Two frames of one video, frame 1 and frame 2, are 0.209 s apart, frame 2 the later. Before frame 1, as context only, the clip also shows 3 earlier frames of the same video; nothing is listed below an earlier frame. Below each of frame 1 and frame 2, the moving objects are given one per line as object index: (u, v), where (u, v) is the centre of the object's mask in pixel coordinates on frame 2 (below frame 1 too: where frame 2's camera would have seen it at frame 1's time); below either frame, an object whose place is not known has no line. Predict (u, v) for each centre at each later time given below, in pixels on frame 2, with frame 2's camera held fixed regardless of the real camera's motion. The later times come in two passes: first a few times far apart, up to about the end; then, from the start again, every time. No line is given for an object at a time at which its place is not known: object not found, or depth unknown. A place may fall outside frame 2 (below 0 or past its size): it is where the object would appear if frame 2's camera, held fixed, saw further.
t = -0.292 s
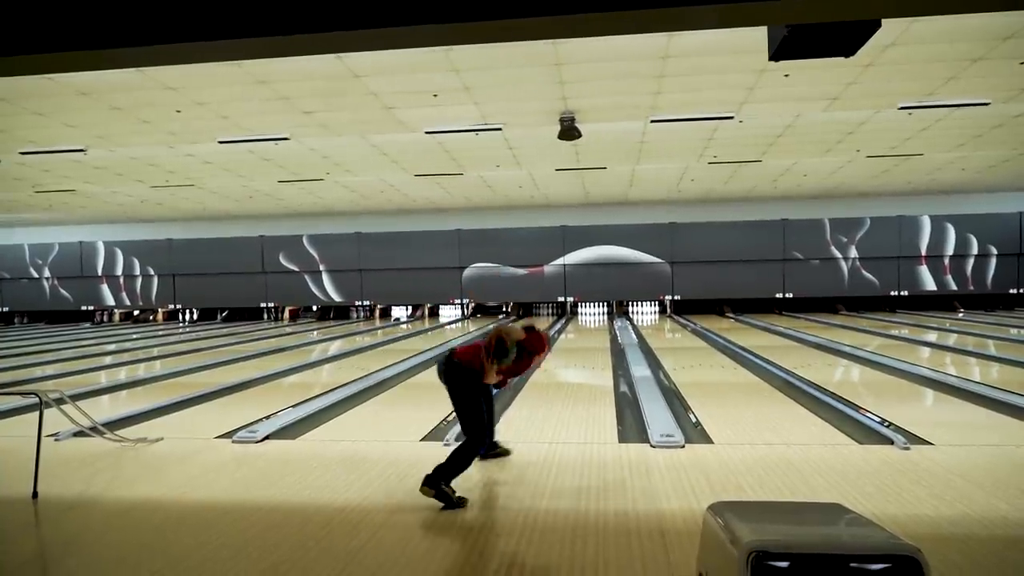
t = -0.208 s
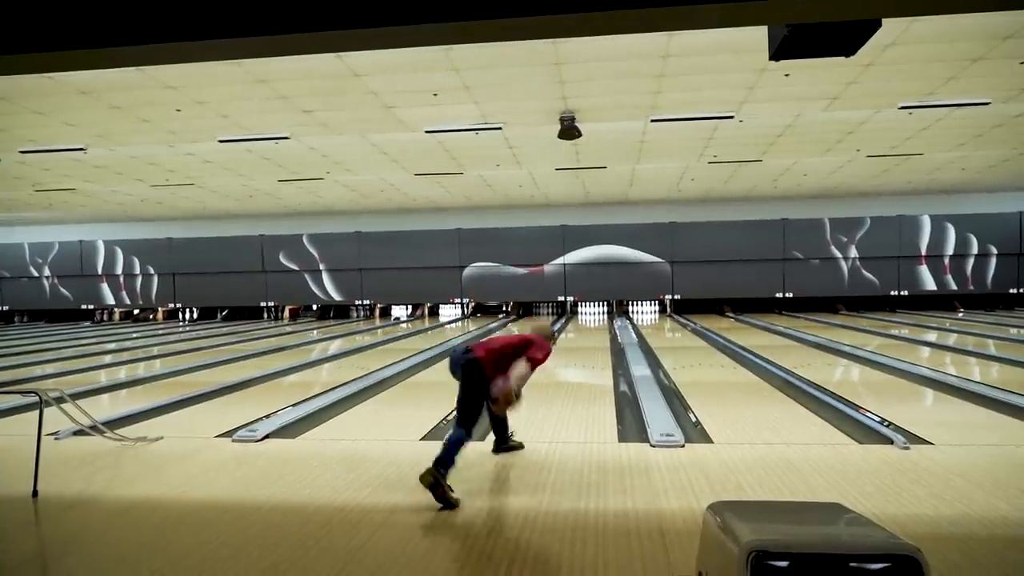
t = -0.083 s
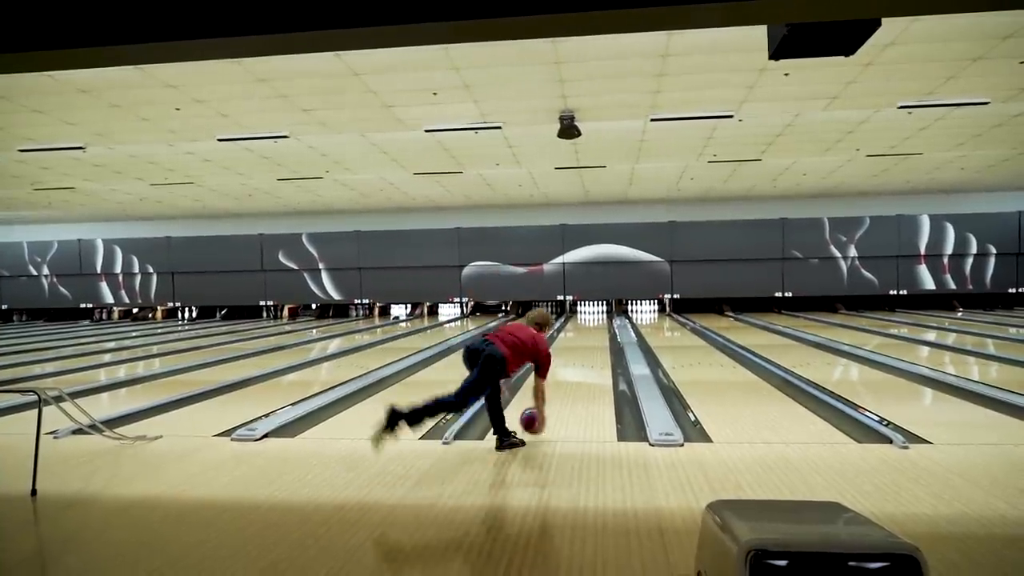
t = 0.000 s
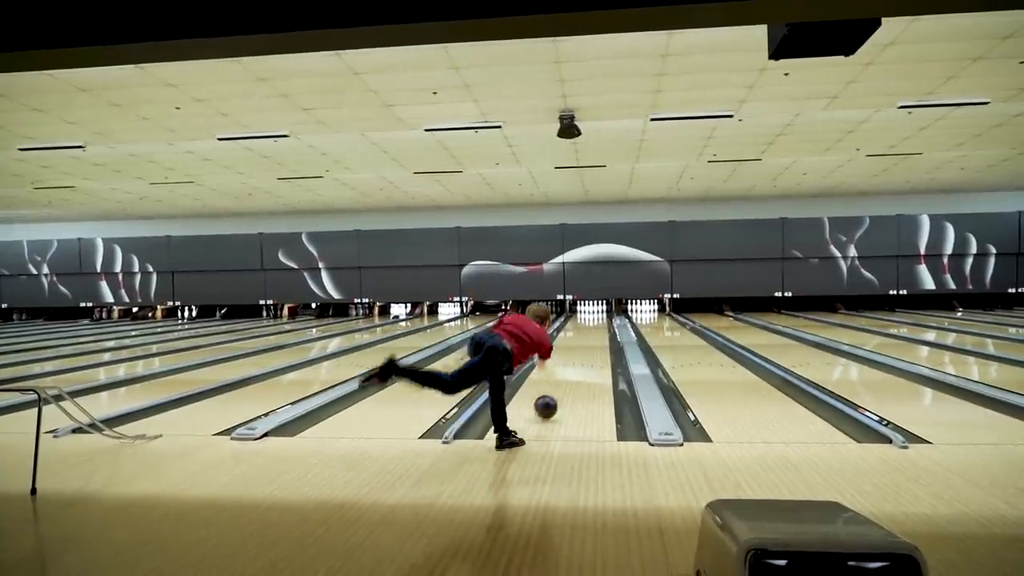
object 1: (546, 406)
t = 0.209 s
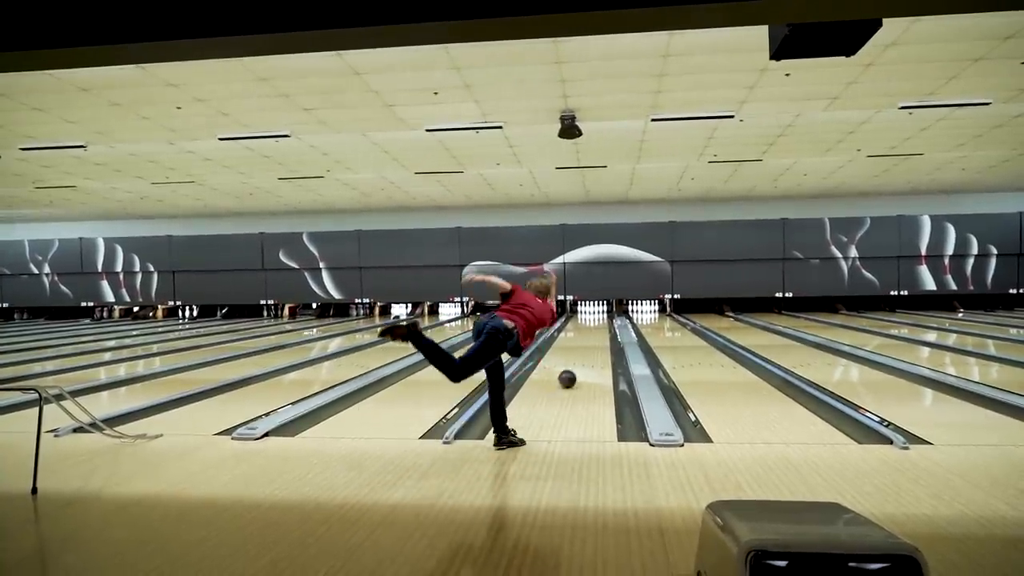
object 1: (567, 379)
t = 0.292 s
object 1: (573, 370)
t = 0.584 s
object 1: (587, 348)
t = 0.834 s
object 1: (594, 336)
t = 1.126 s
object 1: (599, 327)
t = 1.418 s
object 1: (601, 320)
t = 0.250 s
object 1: (570, 374)
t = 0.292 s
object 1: (573, 370)
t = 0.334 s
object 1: (575, 366)
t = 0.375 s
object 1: (578, 362)
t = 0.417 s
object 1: (580, 359)
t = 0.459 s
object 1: (582, 356)
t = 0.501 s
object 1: (584, 353)
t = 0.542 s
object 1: (585, 350)
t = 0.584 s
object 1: (587, 348)
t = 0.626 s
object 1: (588, 346)
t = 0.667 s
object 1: (590, 344)
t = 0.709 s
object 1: (591, 342)
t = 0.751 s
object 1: (592, 340)
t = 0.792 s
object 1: (593, 338)
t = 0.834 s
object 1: (594, 336)
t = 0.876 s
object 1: (595, 335)
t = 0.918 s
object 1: (596, 333)
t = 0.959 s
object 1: (597, 332)
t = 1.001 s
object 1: (597, 330)
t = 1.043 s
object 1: (598, 329)
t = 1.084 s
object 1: (598, 328)
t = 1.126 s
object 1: (599, 327)
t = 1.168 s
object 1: (600, 325)
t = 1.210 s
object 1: (600, 325)
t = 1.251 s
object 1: (601, 324)
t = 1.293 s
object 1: (601, 322)
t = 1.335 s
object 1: (601, 322)
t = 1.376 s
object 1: (601, 321)
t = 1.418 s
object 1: (601, 320)
